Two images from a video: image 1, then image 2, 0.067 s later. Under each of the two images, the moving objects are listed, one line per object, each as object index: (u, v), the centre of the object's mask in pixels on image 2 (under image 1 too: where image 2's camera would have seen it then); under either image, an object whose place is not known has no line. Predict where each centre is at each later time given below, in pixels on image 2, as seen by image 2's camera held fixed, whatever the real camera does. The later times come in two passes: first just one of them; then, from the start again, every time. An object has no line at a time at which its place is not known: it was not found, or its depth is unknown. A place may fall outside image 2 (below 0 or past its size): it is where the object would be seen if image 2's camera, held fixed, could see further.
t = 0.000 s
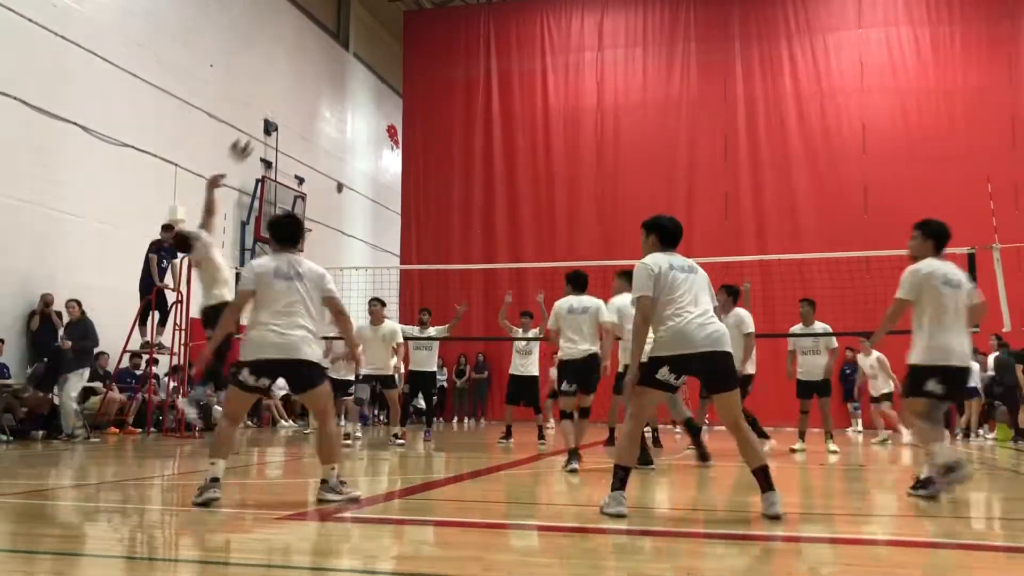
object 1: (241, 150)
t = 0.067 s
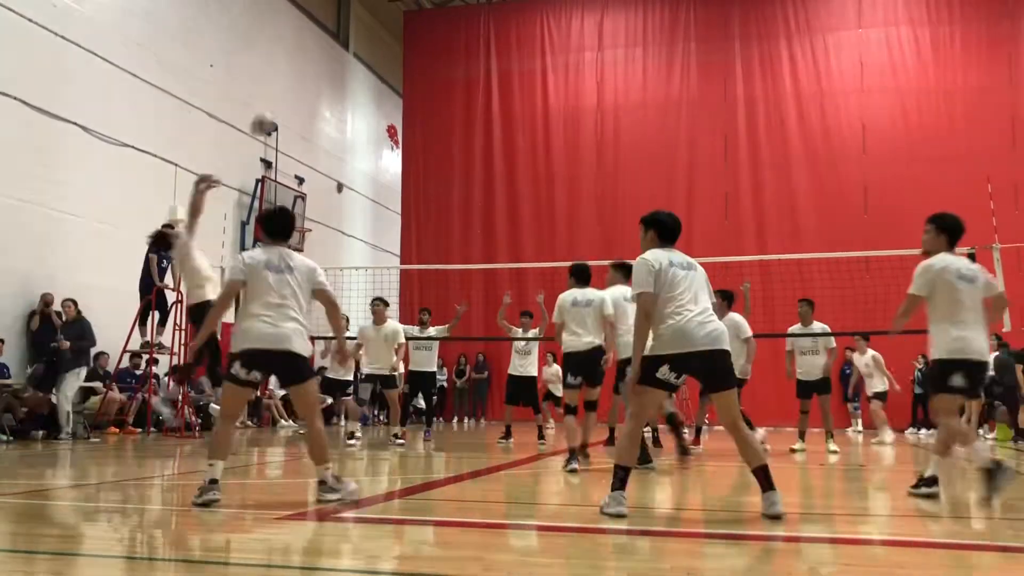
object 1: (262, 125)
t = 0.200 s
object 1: (302, 92)
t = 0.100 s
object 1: (272, 116)
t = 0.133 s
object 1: (282, 106)
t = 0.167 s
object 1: (292, 98)
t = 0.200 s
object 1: (302, 92)
